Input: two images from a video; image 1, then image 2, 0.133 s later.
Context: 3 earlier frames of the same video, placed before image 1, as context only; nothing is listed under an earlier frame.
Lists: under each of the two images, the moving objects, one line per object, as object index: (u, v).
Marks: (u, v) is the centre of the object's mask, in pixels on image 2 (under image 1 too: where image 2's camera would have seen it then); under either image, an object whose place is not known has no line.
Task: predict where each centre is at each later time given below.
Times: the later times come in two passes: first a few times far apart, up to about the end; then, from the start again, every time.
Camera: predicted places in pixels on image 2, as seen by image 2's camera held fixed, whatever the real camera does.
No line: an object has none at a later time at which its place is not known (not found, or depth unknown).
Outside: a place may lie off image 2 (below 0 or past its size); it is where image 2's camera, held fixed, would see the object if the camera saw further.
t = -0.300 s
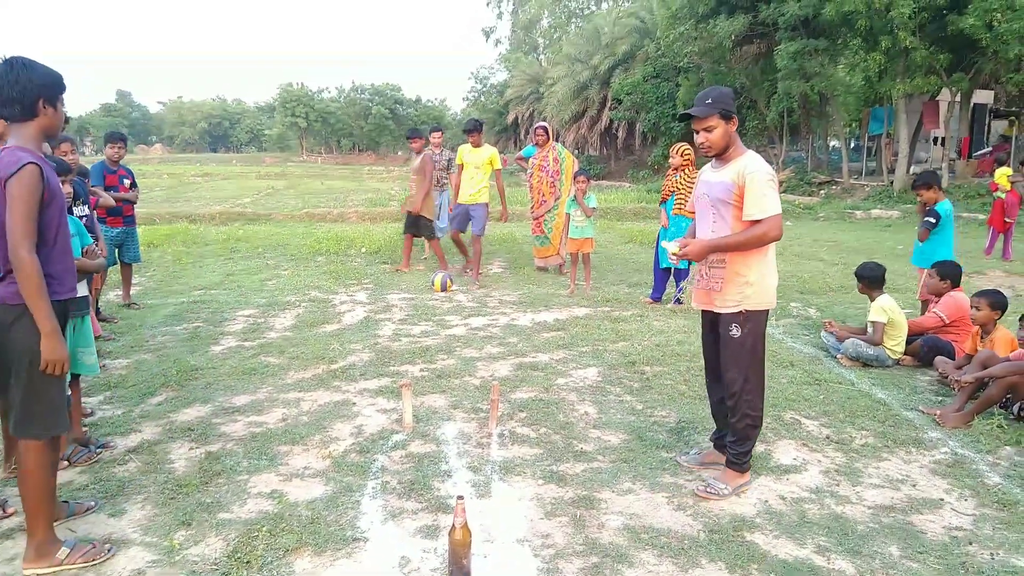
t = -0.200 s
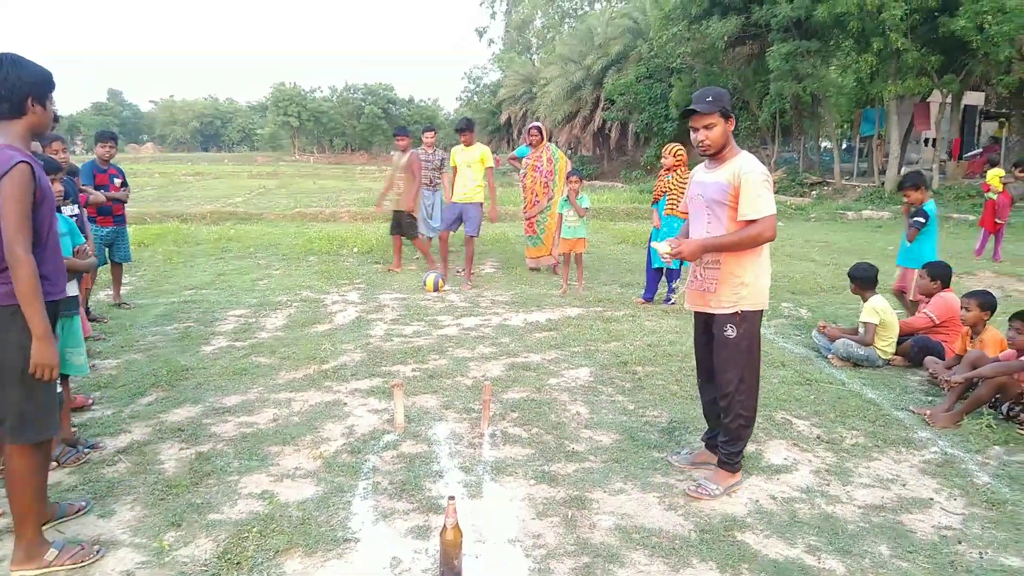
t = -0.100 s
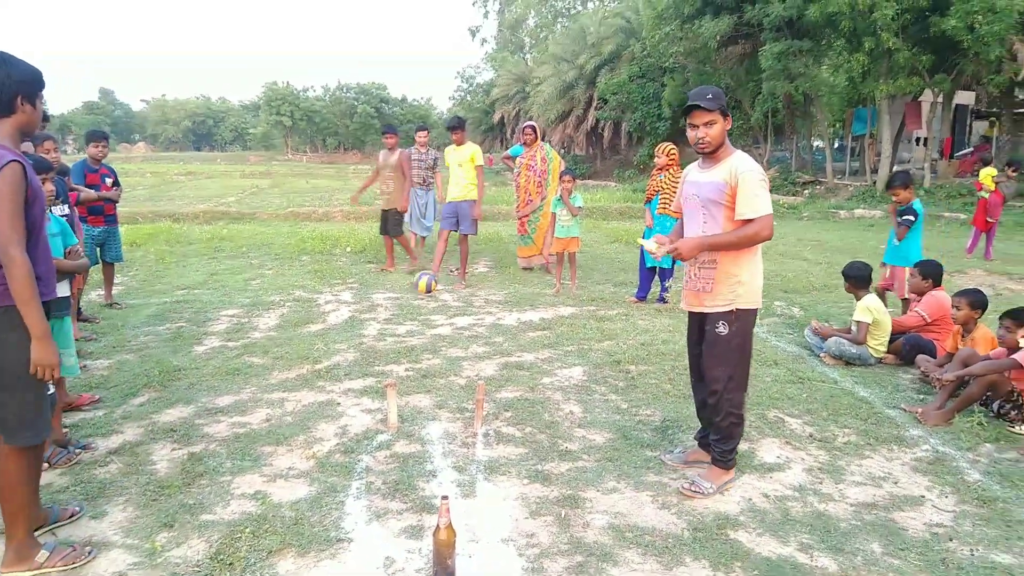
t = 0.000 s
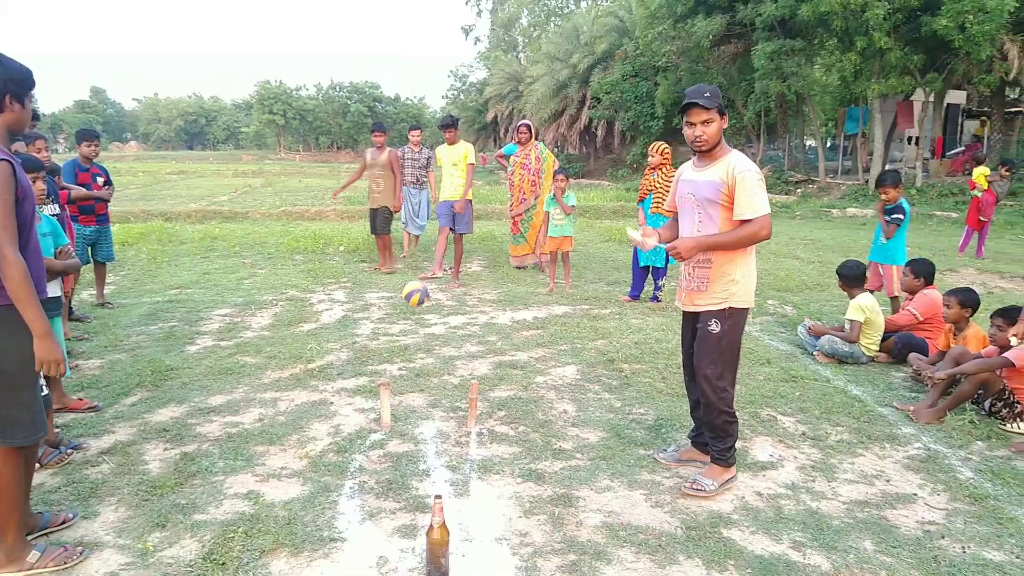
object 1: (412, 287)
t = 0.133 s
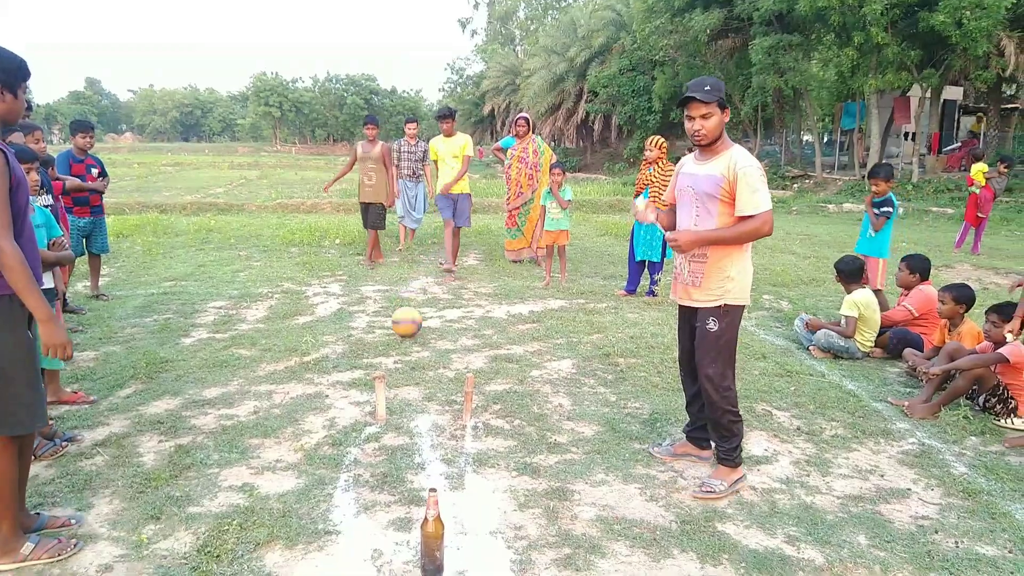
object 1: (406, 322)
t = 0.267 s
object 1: (400, 337)
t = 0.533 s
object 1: (453, 369)
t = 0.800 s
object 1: (554, 367)
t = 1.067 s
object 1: (623, 363)
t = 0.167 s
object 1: (406, 323)
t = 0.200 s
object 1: (404, 325)
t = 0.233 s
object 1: (403, 330)
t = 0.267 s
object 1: (400, 337)
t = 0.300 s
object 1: (398, 345)
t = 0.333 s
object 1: (397, 356)
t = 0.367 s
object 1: (396, 373)
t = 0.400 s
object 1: (398, 391)
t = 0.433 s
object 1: (403, 391)
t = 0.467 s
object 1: (419, 382)
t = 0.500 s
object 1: (435, 376)
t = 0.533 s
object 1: (453, 369)
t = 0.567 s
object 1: (471, 367)
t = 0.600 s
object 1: (488, 368)
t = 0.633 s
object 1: (501, 370)
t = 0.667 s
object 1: (515, 374)
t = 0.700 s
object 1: (524, 369)
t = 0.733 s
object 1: (534, 368)
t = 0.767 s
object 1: (544, 367)
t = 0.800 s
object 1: (554, 367)
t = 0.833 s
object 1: (564, 371)
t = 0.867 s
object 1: (573, 369)
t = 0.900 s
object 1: (582, 365)
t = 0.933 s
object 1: (590, 361)
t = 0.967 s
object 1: (598, 362)
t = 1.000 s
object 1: (606, 363)
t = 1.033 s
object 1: (615, 365)
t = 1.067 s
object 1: (623, 363)
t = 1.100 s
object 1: (631, 361)
